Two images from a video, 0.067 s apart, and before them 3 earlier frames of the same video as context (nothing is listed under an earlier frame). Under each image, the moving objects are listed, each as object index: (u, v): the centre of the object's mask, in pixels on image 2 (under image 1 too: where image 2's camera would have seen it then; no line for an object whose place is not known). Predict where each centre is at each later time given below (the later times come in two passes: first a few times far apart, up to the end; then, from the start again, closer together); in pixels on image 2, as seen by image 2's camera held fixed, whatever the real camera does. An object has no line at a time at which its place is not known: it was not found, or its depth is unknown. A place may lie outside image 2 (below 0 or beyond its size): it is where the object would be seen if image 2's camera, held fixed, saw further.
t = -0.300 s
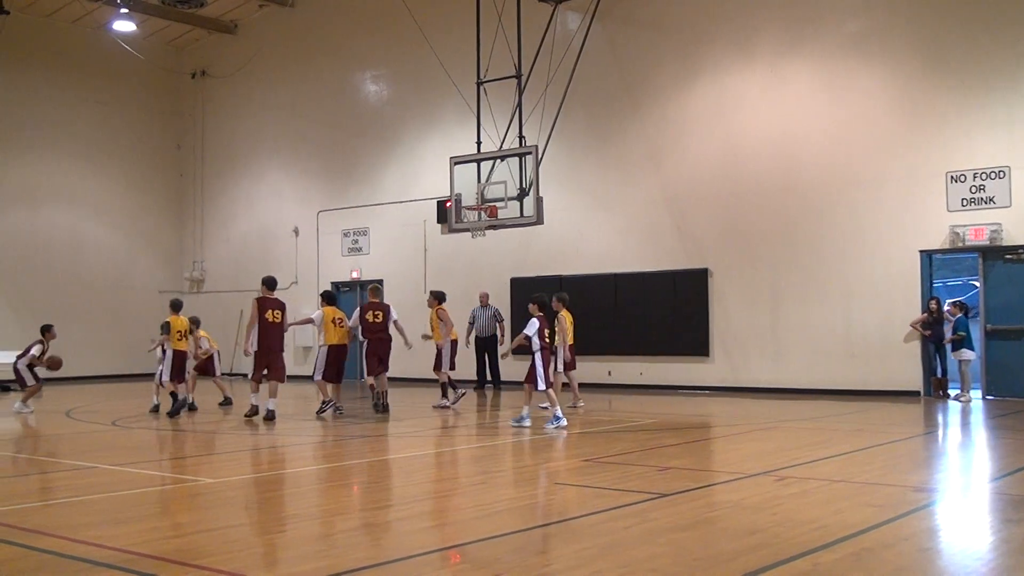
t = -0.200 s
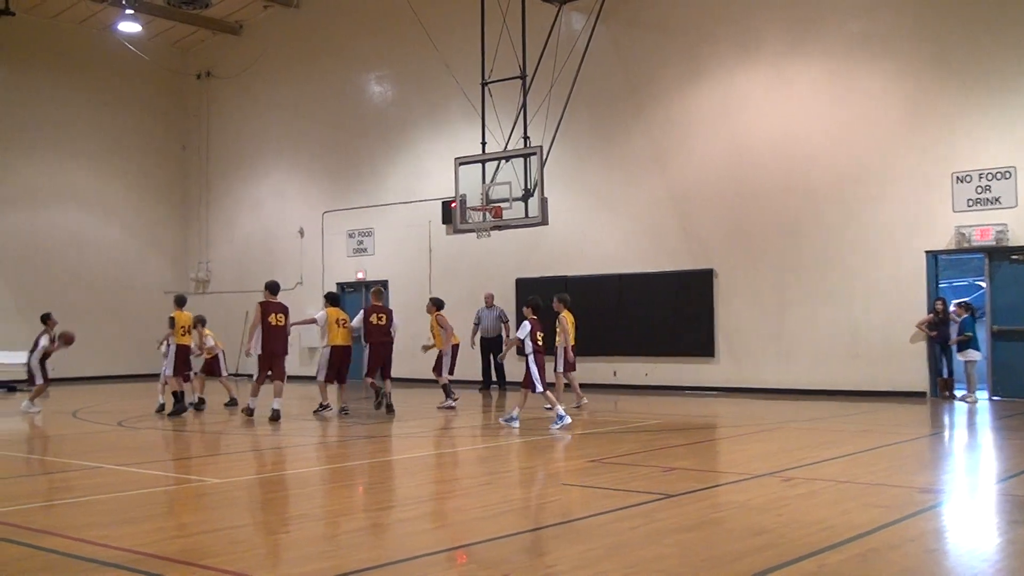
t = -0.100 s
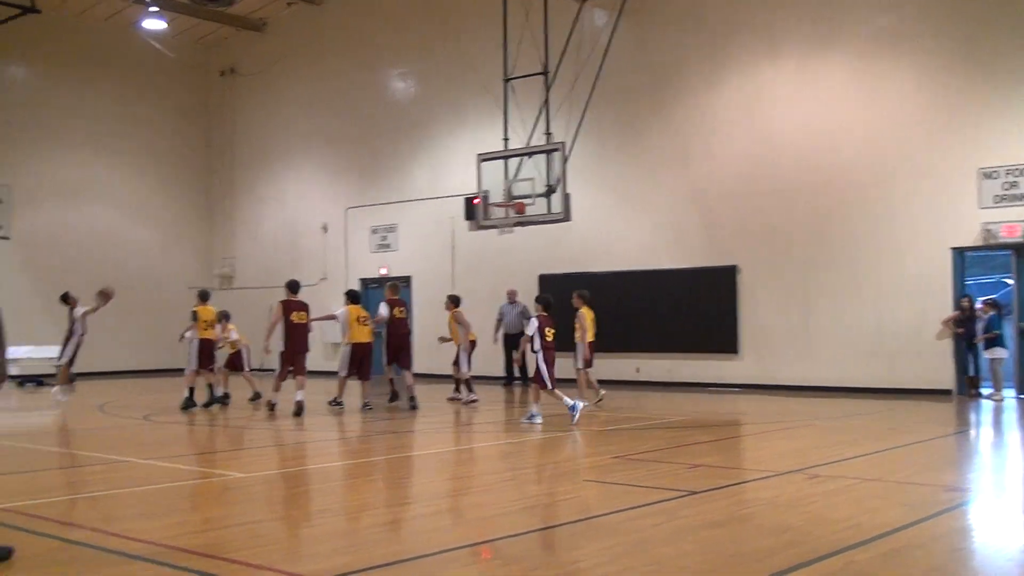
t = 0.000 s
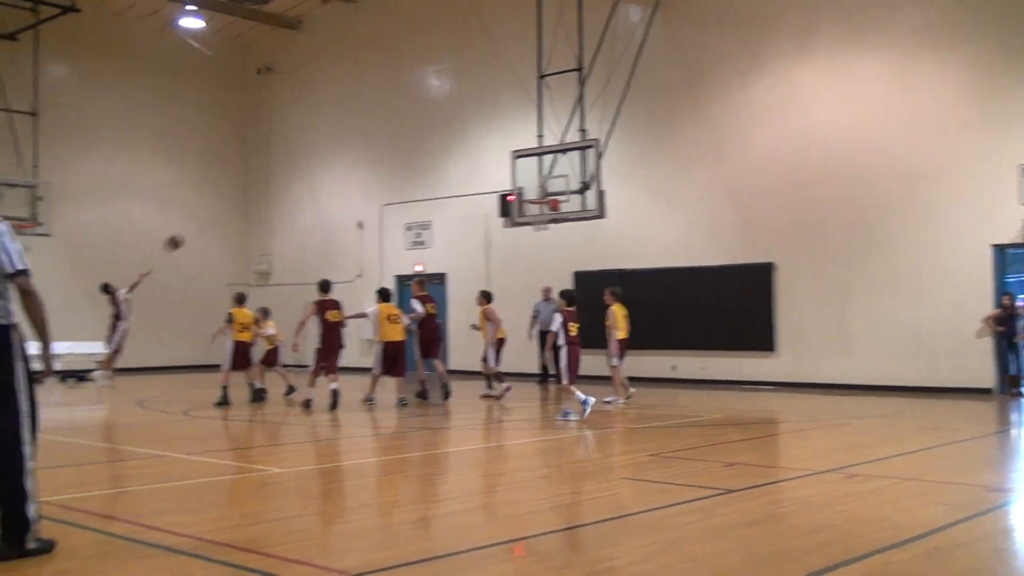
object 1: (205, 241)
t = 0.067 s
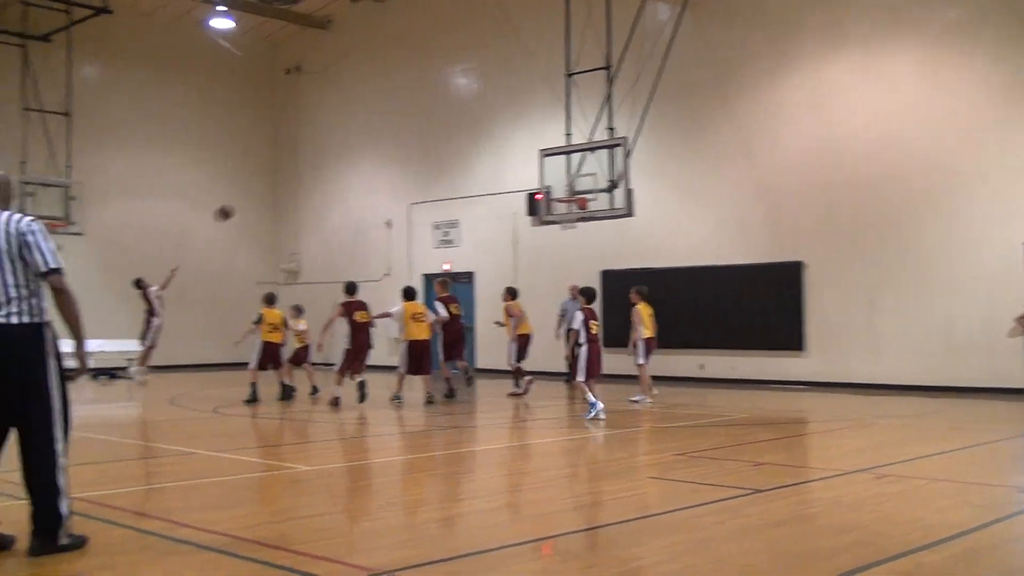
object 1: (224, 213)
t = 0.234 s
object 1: (273, 155)
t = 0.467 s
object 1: (339, 106)
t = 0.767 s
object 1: (419, 93)
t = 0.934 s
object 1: (462, 110)
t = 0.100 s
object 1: (233, 201)
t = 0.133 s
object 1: (243, 187)
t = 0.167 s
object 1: (254, 176)
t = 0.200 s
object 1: (263, 166)
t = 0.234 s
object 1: (273, 155)
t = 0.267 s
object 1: (282, 146)
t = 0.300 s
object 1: (292, 138)
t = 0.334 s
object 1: (301, 130)
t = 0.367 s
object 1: (312, 122)
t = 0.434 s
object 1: (330, 111)
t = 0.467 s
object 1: (339, 106)
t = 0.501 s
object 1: (348, 102)
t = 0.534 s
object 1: (357, 98)
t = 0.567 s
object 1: (366, 95)
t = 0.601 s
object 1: (375, 93)
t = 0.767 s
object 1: (419, 93)
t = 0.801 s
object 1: (428, 95)
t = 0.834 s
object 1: (436, 98)
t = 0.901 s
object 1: (453, 105)
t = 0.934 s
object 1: (462, 110)
